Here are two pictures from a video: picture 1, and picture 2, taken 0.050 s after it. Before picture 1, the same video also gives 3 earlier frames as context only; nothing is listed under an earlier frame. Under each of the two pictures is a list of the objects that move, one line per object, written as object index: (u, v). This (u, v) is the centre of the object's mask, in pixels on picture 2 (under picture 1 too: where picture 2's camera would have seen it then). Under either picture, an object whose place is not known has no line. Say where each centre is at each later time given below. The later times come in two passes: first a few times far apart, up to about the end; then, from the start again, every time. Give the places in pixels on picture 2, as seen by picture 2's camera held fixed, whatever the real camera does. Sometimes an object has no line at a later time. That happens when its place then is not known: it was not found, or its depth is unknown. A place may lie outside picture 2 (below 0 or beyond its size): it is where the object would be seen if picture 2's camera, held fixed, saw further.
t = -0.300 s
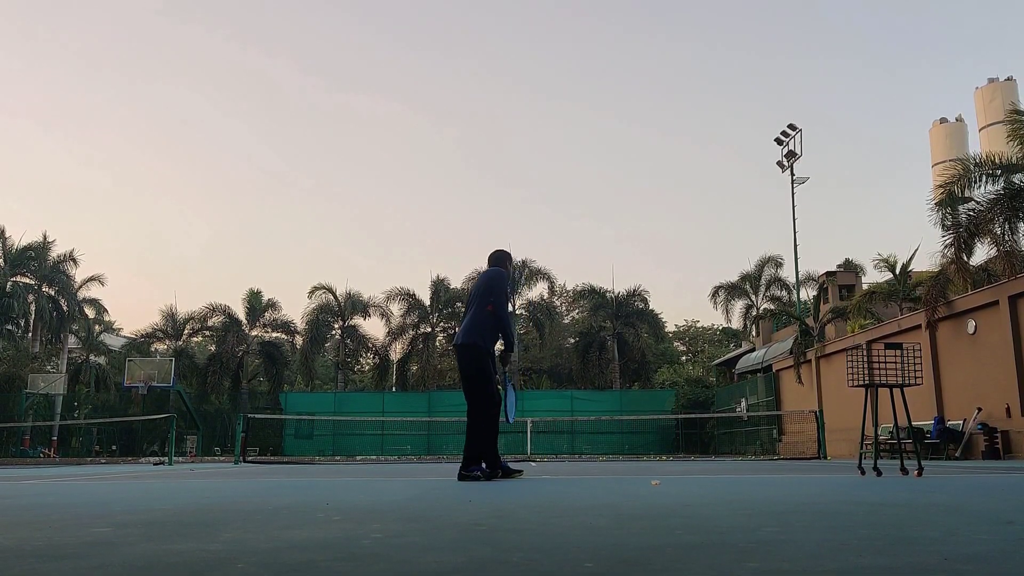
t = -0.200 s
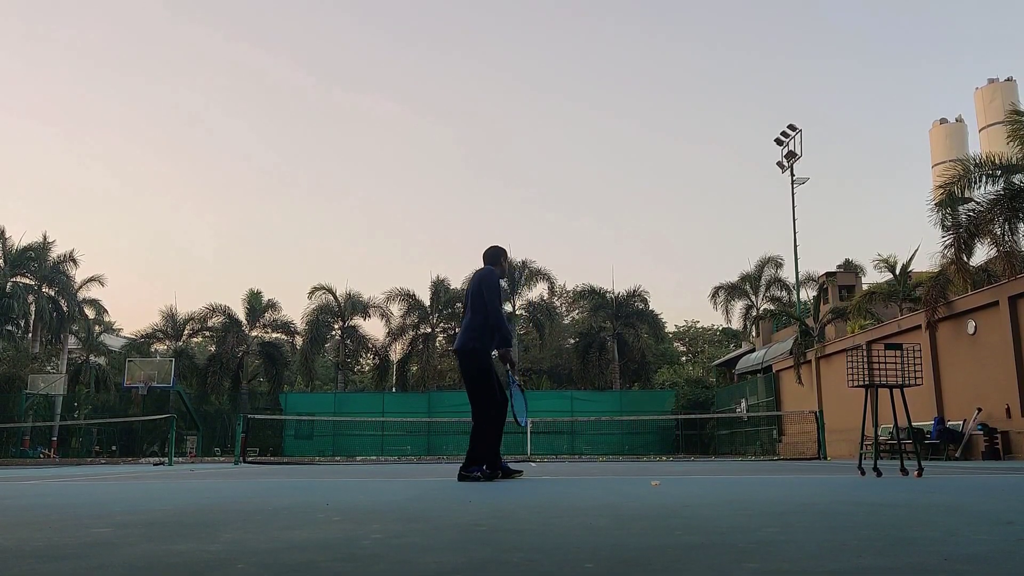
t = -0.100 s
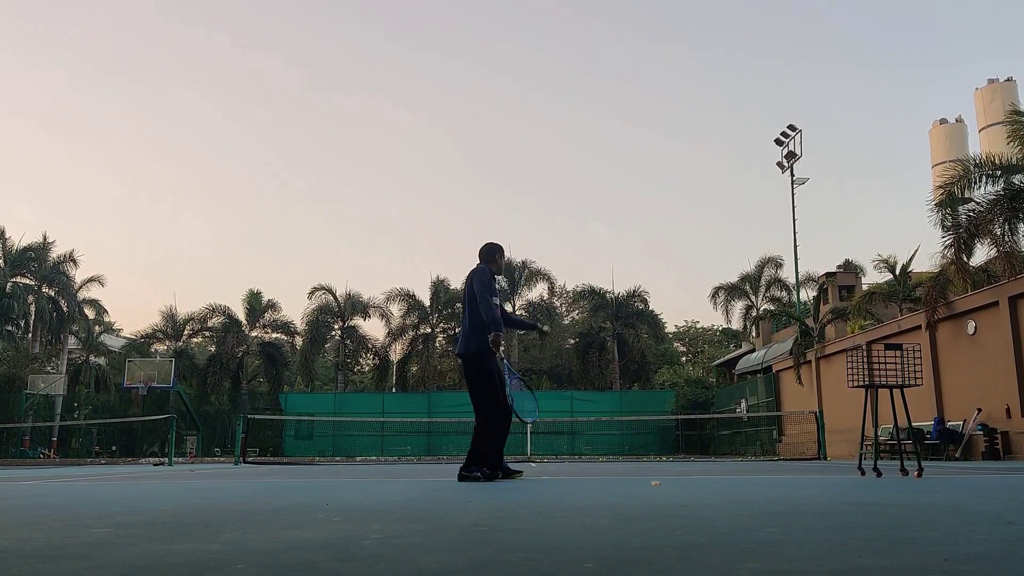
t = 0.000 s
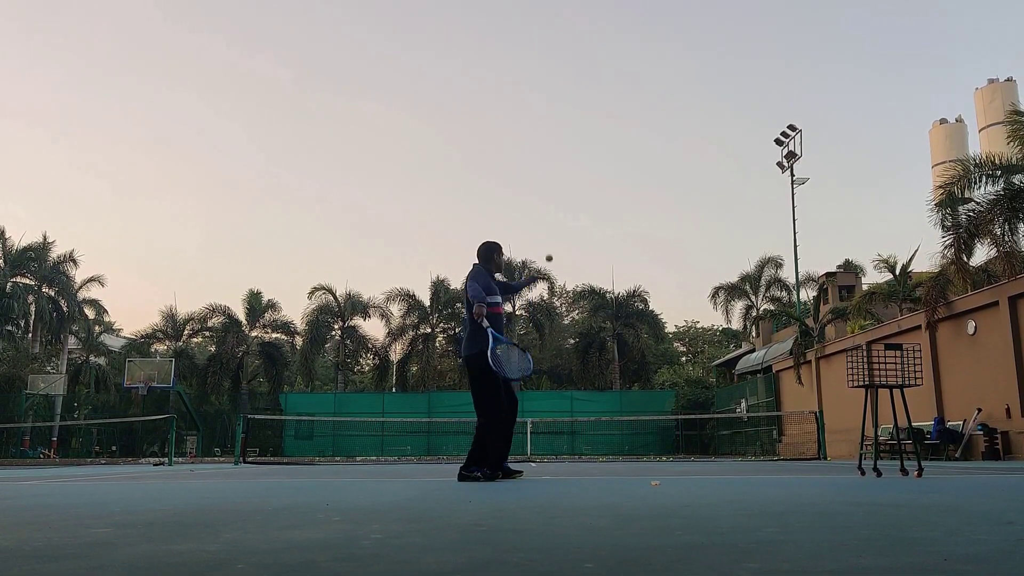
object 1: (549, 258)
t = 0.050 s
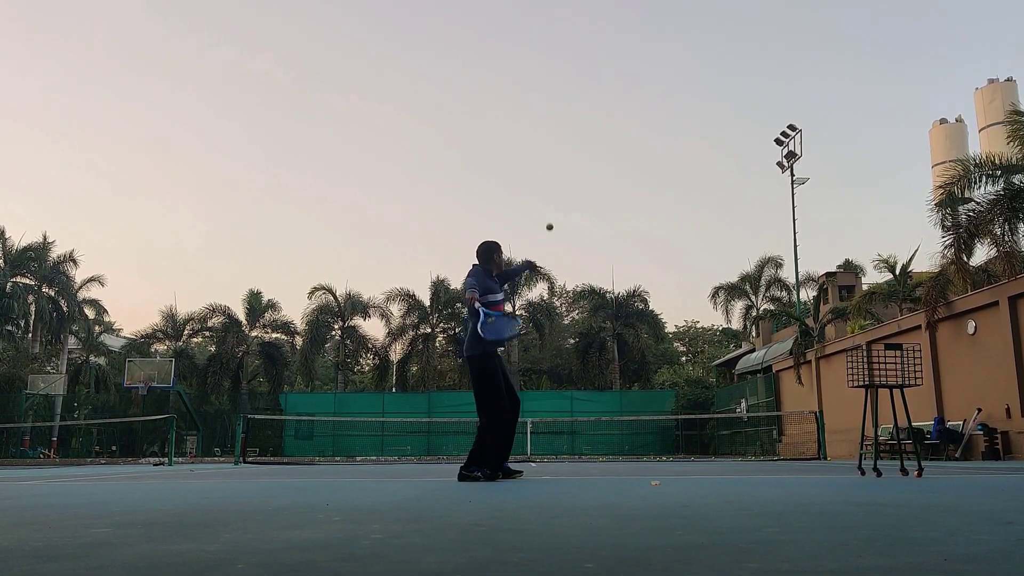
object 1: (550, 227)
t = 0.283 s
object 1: (553, 121)
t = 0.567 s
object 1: (558, 77)
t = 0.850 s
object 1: (563, 116)
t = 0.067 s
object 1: (550, 217)
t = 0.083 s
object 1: (551, 208)
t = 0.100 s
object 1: (551, 199)
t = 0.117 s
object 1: (551, 190)
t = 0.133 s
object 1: (551, 182)
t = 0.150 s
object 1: (554, 174)
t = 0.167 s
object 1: (553, 167)
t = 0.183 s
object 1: (553, 160)
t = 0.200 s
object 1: (553, 152)
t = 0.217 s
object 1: (552, 145)
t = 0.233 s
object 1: (553, 138)
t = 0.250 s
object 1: (553, 132)
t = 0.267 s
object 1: (553, 127)
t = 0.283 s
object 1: (553, 121)
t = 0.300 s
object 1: (554, 116)
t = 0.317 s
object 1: (554, 111)
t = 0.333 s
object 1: (554, 107)
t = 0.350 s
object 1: (554, 103)
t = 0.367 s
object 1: (554, 99)
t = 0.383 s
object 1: (555, 96)
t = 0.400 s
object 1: (555, 93)
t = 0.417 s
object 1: (555, 90)
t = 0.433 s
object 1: (556, 87)
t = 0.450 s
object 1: (556, 85)
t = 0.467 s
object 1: (556, 83)
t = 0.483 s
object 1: (556, 81)
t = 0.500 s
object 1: (557, 80)
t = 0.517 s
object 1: (557, 79)
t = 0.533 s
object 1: (557, 78)
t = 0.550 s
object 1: (557, 77)
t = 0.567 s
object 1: (558, 77)
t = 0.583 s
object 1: (558, 77)
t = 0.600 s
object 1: (559, 78)
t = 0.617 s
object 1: (559, 78)
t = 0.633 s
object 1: (559, 79)
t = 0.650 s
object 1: (559, 80)
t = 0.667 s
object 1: (560, 81)
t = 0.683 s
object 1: (560, 83)
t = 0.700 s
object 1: (560, 85)
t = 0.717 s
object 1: (561, 87)
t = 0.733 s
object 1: (561, 90)
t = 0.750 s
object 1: (562, 93)
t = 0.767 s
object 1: (562, 96)
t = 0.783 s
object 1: (562, 100)
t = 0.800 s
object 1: (562, 103)
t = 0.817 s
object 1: (563, 107)
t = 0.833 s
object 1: (563, 112)
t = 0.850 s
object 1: (563, 116)
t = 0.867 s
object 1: (564, 121)
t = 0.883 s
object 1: (564, 126)
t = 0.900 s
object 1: (565, 132)
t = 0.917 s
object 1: (565, 138)
